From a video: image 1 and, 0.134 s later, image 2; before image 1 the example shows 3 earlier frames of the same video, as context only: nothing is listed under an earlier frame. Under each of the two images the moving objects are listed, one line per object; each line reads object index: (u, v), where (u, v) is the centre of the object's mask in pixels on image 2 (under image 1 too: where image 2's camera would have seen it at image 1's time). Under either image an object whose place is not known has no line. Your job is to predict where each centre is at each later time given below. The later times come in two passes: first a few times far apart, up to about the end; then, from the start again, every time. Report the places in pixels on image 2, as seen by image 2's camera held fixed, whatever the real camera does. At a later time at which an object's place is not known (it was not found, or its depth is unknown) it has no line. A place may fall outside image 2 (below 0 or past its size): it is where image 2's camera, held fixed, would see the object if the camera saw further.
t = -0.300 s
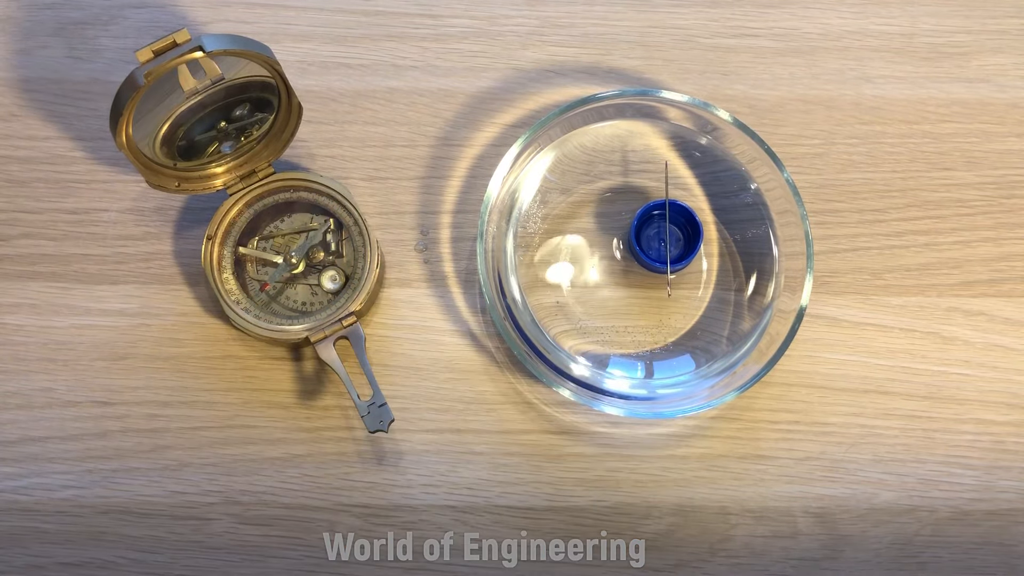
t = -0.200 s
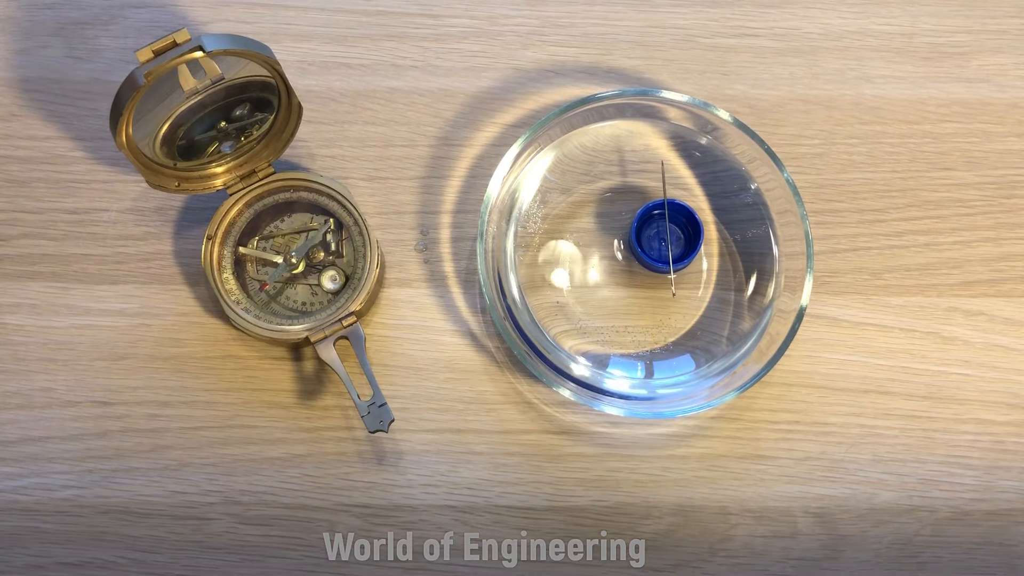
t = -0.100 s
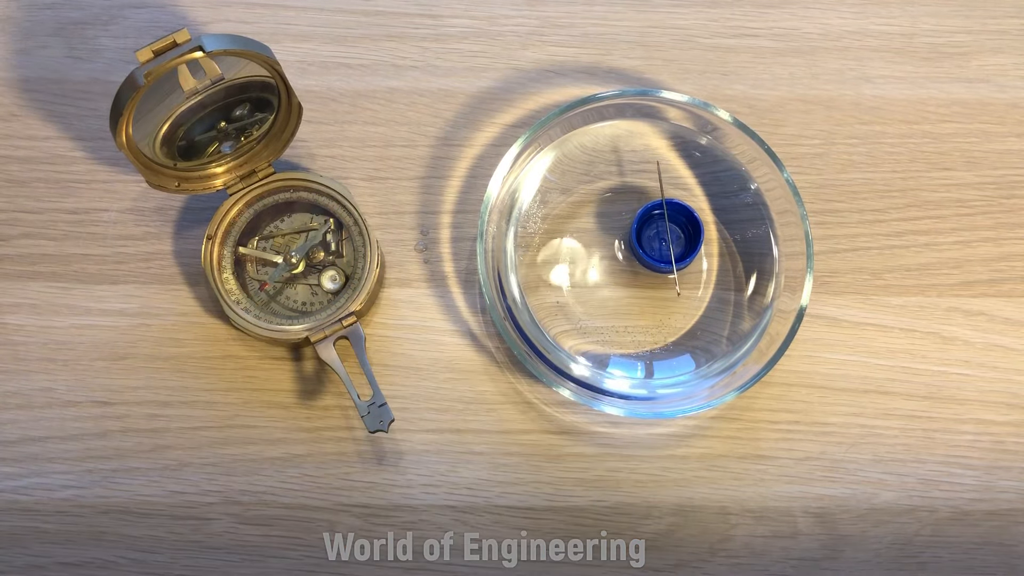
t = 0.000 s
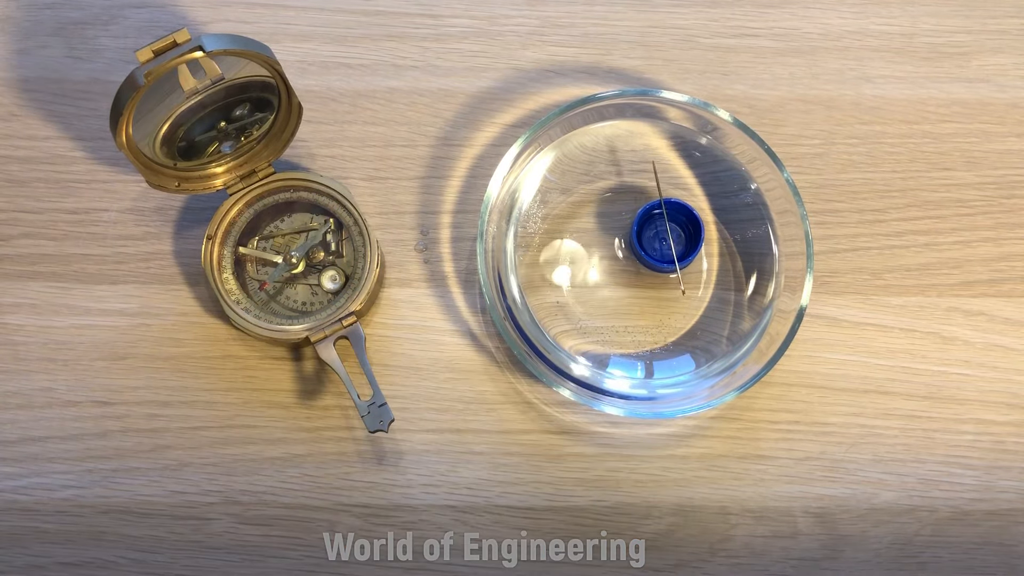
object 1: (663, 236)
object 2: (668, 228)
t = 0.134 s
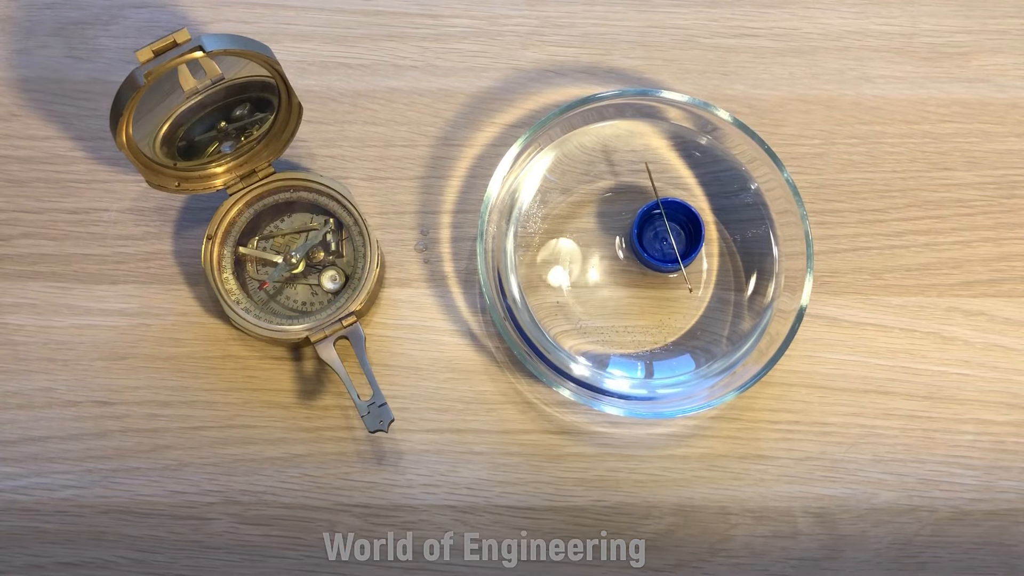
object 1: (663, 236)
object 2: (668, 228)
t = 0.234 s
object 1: (663, 235)
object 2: (669, 229)
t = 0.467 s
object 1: (665, 235)
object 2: (670, 229)
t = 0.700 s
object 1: (666, 234)
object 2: (672, 231)
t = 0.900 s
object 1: (667, 234)
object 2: (665, 227)
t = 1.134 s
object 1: (668, 233)
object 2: (669, 229)
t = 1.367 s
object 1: (668, 232)
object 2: (673, 230)
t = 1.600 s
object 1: (670, 233)
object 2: (669, 232)
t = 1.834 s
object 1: (669, 231)
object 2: (678, 227)
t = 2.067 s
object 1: (668, 232)
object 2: (673, 234)
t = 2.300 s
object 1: (667, 232)
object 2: (676, 233)
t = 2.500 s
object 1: (668, 232)
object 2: (677, 234)
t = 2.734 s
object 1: (668, 232)
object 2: (679, 232)
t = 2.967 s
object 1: (671, 230)
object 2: (681, 232)
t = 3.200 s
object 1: (670, 230)
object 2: (682, 231)
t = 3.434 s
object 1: (670, 230)
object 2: (683, 231)
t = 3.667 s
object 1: (673, 228)
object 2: (684, 230)
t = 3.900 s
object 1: (672, 229)
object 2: (685, 230)
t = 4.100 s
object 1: (672, 228)
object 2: (685, 230)
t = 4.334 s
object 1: (672, 228)
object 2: (685, 230)
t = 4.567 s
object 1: (673, 227)
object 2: (685, 229)
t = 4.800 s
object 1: (673, 226)
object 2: (685, 228)
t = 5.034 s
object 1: (674, 225)
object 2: (684, 228)
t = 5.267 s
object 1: (673, 225)
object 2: (683, 227)
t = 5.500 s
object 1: (673, 225)
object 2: (683, 226)
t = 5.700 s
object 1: (674, 224)
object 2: (681, 226)
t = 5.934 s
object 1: (675, 224)
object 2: (680, 226)
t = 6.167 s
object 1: (675, 223)
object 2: (681, 222)
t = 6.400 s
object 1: (676, 222)
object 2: (680, 221)
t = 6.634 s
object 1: (676, 220)
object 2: (677, 222)
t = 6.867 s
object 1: (678, 223)
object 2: (677, 220)
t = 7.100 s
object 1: (679, 220)
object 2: (682, 218)
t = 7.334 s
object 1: (679, 220)
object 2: (680, 217)
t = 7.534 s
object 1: (676, 220)
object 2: (679, 216)
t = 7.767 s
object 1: (676, 220)
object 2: (678, 215)
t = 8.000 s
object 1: (676, 220)
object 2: (678, 214)
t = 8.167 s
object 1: (676, 220)
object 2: (677, 214)
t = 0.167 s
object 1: (663, 235)
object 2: (669, 229)
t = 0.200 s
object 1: (663, 235)
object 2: (668, 228)
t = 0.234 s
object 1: (663, 235)
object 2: (669, 229)
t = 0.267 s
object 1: (664, 235)
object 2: (669, 228)
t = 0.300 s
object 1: (664, 235)
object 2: (669, 228)
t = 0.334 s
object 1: (664, 235)
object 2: (669, 228)
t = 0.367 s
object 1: (664, 235)
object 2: (669, 228)
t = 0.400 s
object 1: (665, 235)
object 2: (669, 229)
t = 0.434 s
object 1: (665, 235)
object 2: (669, 229)
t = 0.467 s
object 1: (665, 235)
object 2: (670, 229)
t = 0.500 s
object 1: (665, 235)
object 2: (669, 228)
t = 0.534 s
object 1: (665, 235)
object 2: (670, 229)
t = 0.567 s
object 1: (665, 234)
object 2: (670, 230)
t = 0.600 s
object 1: (665, 234)
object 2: (671, 230)
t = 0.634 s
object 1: (665, 234)
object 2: (670, 229)
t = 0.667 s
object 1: (666, 234)
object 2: (680, 238)
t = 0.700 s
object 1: (666, 234)
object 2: (672, 231)
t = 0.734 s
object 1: (666, 234)
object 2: (681, 237)
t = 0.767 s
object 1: (666, 234)
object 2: (681, 237)
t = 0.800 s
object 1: (667, 234)
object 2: (670, 229)
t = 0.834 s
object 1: (667, 234)
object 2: (671, 229)
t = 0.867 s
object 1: (667, 234)
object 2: (666, 227)
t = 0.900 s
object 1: (667, 234)
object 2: (665, 227)
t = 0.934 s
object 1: (667, 234)
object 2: (664, 226)
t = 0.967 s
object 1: (667, 234)
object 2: (662, 226)
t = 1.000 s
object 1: (667, 234)
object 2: (663, 226)
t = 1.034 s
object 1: (667, 233)
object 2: (670, 229)
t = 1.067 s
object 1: (667, 233)
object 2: (670, 229)
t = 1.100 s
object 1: (667, 233)
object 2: (669, 229)
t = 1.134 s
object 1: (668, 233)
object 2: (669, 229)
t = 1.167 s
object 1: (667, 233)
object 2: (668, 229)
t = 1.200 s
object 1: (667, 233)
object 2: (670, 229)
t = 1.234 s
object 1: (668, 233)
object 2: (669, 229)
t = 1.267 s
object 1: (668, 233)
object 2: (669, 229)
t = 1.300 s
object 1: (668, 233)
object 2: (670, 229)
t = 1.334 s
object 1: (668, 233)
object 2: (670, 230)
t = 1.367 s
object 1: (668, 232)
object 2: (673, 230)
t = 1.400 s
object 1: (668, 232)
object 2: (673, 230)
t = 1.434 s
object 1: (669, 233)
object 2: (672, 230)
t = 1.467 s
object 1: (670, 233)
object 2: (671, 230)
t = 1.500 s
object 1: (670, 233)
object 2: (670, 231)
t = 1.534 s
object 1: (669, 233)
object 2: (669, 231)
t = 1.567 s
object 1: (670, 233)
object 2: (668, 232)
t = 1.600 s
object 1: (670, 233)
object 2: (669, 232)
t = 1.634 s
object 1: (668, 230)
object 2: (669, 232)
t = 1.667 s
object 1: (668, 230)
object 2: (671, 231)
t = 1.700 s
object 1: (669, 230)
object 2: (670, 232)
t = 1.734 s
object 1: (668, 231)
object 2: (671, 232)
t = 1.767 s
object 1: (667, 232)
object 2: (671, 232)
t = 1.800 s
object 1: (668, 232)
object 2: (677, 227)
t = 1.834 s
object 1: (669, 231)
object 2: (678, 227)
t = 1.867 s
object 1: (669, 231)
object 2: (675, 230)
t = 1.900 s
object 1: (668, 231)
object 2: (673, 231)
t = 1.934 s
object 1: (668, 231)
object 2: (673, 231)
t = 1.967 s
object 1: (668, 231)
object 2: (673, 232)
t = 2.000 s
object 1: (668, 232)
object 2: (674, 231)
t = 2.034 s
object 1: (668, 232)
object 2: (674, 232)
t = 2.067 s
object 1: (668, 232)
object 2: (673, 234)
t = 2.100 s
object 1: (668, 232)
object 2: (674, 233)
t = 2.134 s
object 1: (667, 232)
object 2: (674, 234)
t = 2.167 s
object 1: (667, 232)
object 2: (674, 233)
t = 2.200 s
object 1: (667, 232)
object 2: (675, 234)
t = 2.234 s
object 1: (667, 232)
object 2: (675, 233)
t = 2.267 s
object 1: (667, 232)
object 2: (675, 233)
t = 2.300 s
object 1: (667, 232)
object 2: (676, 233)
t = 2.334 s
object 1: (668, 232)
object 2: (676, 234)
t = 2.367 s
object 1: (668, 232)
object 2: (676, 234)
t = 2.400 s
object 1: (667, 232)
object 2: (677, 234)
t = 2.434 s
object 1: (668, 232)
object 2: (677, 234)
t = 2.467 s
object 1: (668, 232)
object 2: (677, 233)
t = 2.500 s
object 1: (668, 232)
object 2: (677, 234)
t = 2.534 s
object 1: (668, 232)
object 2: (678, 233)
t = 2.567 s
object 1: (668, 232)
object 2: (678, 232)
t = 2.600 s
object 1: (668, 232)
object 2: (678, 232)
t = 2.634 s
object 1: (668, 232)
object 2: (678, 232)
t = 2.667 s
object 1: (668, 232)
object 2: (679, 232)
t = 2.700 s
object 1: (668, 232)
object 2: (679, 232)
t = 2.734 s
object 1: (668, 232)
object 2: (679, 232)
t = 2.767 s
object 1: (668, 232)
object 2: (679, 232)
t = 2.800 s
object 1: (668, 232)
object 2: (679, 231)
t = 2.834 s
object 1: (671, 230)
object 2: (680, 231)
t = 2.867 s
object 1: (671, 230)
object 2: (680, 231)
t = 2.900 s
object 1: (671, 230)
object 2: (680, 232)
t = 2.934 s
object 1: (671, 230)
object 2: (680, 231)
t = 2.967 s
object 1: (671, 230)
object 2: (681, 232)
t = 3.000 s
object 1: (672, 230)
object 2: (681, 232)
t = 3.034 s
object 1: (672, 230)
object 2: (681, 231)
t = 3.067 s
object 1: (672, 230)
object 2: (681, 231)
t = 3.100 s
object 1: (670, 230)
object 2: (681, 231)
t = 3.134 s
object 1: (670, 230)
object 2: (682, 232)
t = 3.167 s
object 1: (672, 229)
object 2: (682, 232)
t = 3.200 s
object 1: (670, 230)
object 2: (682, 231)
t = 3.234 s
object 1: (670, 230)
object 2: (682, 231)
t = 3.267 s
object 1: (670, 230)
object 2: (682, 231)
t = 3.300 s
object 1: (670, 230)
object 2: (683, 232)
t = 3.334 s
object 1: (670, 230)
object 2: (683, 232)
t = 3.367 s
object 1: (670, 230)
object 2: (682, 230)
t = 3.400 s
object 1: (670, 230)
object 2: (683, 231)
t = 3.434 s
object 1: (670, 230)
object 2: (683, 231)
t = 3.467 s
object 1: (671, 230)
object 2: (683, 231)
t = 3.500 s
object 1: (673, 229)
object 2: (684, 231)
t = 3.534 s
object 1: (670, 230)
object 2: (684, 231)
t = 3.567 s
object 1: (673, 229)
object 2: (684, 231)
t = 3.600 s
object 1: (673, 228)
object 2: (684, 231)
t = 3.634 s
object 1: (673, 228)
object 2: (684, 230)
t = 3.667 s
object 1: (673, 228)
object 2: (684, 230)
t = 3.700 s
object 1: (673, 228)
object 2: (684, 230)
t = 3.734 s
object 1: (673, 228)
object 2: (684, 230)
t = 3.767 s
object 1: (674, 228)
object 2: (684, 230)
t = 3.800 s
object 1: (672, 229)
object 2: (684, 230)
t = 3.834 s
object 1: (672, 229)
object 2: (684, 230)
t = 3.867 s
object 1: (672, 229)
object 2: (684, 230)
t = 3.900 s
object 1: (672, 229)
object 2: (685, 230)
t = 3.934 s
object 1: (672, 229)
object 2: (685, 230)
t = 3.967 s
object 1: (672, 228)
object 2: (685, 230)
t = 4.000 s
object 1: (672, 228)
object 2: (685, 230)
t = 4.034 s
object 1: (672, 228)
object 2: (685, 230)
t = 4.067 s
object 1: (672, 228)
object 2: (686, 231)
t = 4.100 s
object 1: (672, 228)
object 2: (685, 230)
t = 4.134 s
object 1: (672, 228)
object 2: (685, 230)
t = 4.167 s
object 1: (672, 228)
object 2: (685, 230)
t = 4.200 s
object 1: (672, 228)
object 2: (685, 230)
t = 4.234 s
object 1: (672, 228)
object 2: (685, 230)
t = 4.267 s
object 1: (672, 228)
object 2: (685, 230)
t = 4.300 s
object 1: (672, 228)
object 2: (685, 230)
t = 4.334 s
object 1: (672, 228)
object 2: (685, 230)
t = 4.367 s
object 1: (672, 227)
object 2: (685, 229)
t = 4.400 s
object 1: (672, 227)
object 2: (685, 229)
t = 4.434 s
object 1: (672, 227)
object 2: (685, 229)
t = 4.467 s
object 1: (673, 227)
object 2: (685, 229)
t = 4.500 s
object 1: (673, 227)
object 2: (685, 229)
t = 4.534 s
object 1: (673, 227)
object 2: (685, 229)
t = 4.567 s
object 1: (673, 227)
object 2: (685, 229)
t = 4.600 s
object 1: (673, 227)
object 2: (685, 229)
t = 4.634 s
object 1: (673, 226)
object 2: (685, 229)
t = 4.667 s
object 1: (673, 227)
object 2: (685, 229)
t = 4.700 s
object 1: (673, 226)
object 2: (685, 229)
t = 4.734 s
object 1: (673, 226)
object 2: (684, 228)
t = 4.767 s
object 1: (673, 226)
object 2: (685, 228)
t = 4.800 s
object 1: (673, 226)
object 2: (685, 228)
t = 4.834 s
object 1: (673, 226)
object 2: (685, 228)
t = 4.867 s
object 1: (673, 226)
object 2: (685, 228)
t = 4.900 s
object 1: (674, 226)
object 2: (684, 228)
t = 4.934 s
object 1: (674, 226)
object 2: (684, 228)
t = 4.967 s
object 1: (674, 226)
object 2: (684, 228)
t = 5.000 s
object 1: (674, 225)
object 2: (684, 228)
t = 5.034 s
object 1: (674, 225)
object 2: (684, 228)
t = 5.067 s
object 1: (673, 226)
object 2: (684, 228)
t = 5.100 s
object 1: (673, 226)
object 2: (684, 227)
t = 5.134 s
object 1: (673, 225)
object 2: (684, 227)
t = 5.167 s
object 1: (674, 225)
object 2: (684, 227)
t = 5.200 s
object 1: (674, 225)
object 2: (683, 227)
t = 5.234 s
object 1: (673, 225)
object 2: (683, 227)
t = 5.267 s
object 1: (673, 225)
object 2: (683, 227)
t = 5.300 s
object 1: (673, 225)
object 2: (683, 228)
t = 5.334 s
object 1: (673, 225)
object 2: (683, 226)
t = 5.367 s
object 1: (673, 225)
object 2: (683, 226)
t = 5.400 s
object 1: (673, 225)
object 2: (683, 226)
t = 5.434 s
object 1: (673, 225)
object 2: (683, 226)
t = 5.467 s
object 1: (673, 225)
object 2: (683, 227)
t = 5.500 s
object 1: (673, 225)
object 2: (683, 226)
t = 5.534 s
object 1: (674, 225)
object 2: (682, 226)
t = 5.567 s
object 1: (673, 225)
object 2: (682, 226)
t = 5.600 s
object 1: (674, 225)
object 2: (682, 227)
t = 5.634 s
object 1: (674, 225)
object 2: (682, 227)
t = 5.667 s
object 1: (674, 225)
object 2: (682, 226)
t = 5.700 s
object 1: (674, 224)
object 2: (681, 226)
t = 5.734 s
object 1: (674, 224)
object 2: (681, 226)
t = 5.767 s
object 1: (674, 224)
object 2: (681, 226)
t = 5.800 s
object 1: (674, 224)
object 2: (681, 227)
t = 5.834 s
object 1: (674, 224)
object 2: (681, 226)
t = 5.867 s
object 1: (675, 224)
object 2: (680, 226)
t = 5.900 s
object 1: (675, 224)
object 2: (680, 226)
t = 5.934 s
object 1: (675, 224)
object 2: (680, 226)
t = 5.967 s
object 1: (675, 223)
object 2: (680, 225)
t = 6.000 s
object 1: (675, 223)
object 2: (680, 225)
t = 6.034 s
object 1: (675, 223)
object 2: (680, 225)
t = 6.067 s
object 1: (675, 223)
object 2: (680, 225)
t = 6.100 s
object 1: (675, 223)
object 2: (680, 224)
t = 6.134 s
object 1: (675, 223)
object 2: (681, 223)
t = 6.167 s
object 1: (675, 223)
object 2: (681, 222)
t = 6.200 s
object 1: (675, 222)
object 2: (681, 222)
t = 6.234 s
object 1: (675, 222)
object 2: (681, 222)
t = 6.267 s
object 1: (676, 222)
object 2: (681, 222)
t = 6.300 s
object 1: (676, 222)
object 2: (680, 222)
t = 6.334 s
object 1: (676, 222)
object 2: (680, 222)
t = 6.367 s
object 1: (676, 222)
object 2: (680, 221)
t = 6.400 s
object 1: (676, 222)
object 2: (680, 221)
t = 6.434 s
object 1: (676, 221)
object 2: (680, 221)
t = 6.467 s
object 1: (676, 221)
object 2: (680, 221)
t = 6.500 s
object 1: (676, 221)
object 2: (679, 222)
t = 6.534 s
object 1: (676, 221)
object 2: (678, 222)
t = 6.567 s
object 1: (676, 220)
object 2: (679, 221)
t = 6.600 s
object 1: (676, 220)
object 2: (677, 222)
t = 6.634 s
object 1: (676, 220)
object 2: (677, 222)
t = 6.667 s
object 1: (676, 220)
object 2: (676, 222)
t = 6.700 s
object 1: (678, 223)
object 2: (676, 222)
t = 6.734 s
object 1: (676, 219)
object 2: (676, 221)
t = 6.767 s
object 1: (677, 218)
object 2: (677, 221)
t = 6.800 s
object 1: (679, 222)
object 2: (677, 221)
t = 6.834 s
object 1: (678, 223)
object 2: (677, 220)
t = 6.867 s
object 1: (678, 223)
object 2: (677, 220)
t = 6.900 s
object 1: (678, 223)
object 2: (677, 220)
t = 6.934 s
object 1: (680, 221)
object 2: (679, 219)
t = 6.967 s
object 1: (680, 221)
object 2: (680, 219)
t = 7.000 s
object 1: (678, 221)
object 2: (681, 219)
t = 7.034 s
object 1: (678, 221)
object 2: (681, 218)
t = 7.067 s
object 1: (678, 221)
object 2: (681, 218)
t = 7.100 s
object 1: (679, 220)
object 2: (682, 218)
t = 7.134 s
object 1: (679, 220)
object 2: (682, 218)
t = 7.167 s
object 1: (678, 220)
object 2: (683, 218)
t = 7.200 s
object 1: (679, 220)
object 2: (682, 218)
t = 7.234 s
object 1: (679, 220)
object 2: (682, 217)
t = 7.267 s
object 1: (679, 220)
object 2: (681, 217)
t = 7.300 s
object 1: (679, 220)
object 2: (680, 217)
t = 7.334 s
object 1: (679, 220)
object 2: (680, 217)
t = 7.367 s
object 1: (679, 220)
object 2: (680, 217)
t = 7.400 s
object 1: (679, 220)
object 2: (680, 217)
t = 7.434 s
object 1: (677, 220)
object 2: (680, 217)
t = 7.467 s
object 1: (677, 220)
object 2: (679, 216)
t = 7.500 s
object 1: (677, 220)
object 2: (678, 216)
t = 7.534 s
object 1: (676, 220)
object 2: (679, 216)
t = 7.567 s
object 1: (676, 220)
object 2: (679, 216)
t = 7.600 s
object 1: (676, 220)
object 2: (679, 216)
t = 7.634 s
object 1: (676, 220)
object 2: (679, 216)
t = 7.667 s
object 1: (676, 220)
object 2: (678, 216)
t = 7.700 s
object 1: (676, 220)
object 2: (678, 215)
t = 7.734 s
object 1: (676, 220)
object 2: (678, 215)
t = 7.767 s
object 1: (676, 220)
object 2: (678, 215)
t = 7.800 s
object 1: (676, 220)
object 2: (678, 215)
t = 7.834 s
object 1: (676, 220)
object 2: (678, 215)
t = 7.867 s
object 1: (676, 220)
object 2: (678, 215)
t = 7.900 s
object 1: (676, 220)
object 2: (678, 215)
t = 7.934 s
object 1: (676, 220)
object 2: (678, 215)
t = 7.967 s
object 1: (676, 220)
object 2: (677, 215)
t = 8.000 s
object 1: (676, 220)
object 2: (678, 214)
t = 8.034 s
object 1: (678, 219)
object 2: (677, 214)
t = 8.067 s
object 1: (678, 219)
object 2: (677, 214)
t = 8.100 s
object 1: (678, 219)
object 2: (678, 214)
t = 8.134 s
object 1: (676, 220)
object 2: (678, 214)
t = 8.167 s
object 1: (676, 220)
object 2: (677, 214)
